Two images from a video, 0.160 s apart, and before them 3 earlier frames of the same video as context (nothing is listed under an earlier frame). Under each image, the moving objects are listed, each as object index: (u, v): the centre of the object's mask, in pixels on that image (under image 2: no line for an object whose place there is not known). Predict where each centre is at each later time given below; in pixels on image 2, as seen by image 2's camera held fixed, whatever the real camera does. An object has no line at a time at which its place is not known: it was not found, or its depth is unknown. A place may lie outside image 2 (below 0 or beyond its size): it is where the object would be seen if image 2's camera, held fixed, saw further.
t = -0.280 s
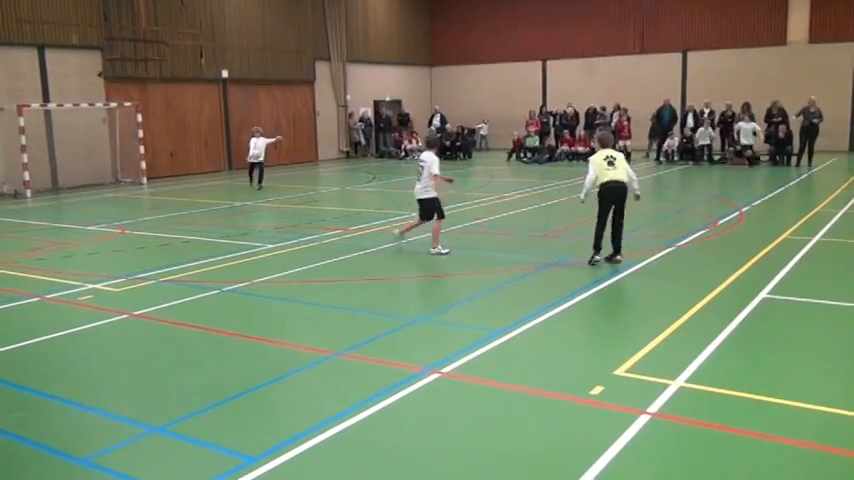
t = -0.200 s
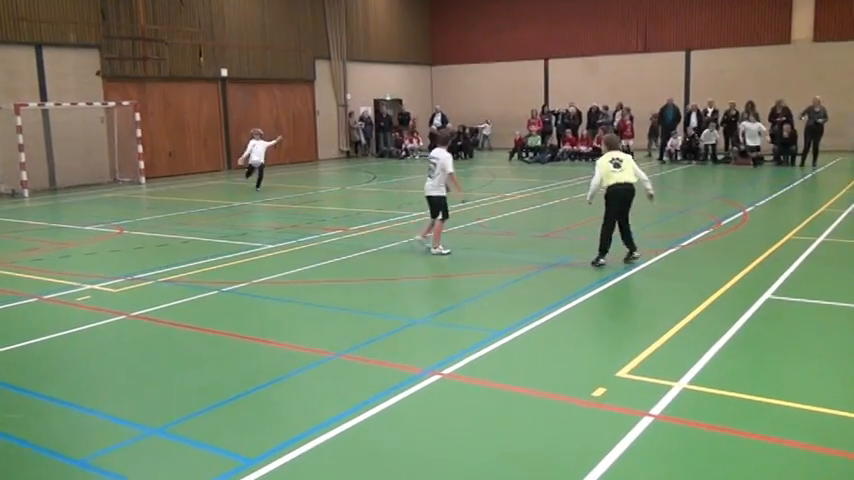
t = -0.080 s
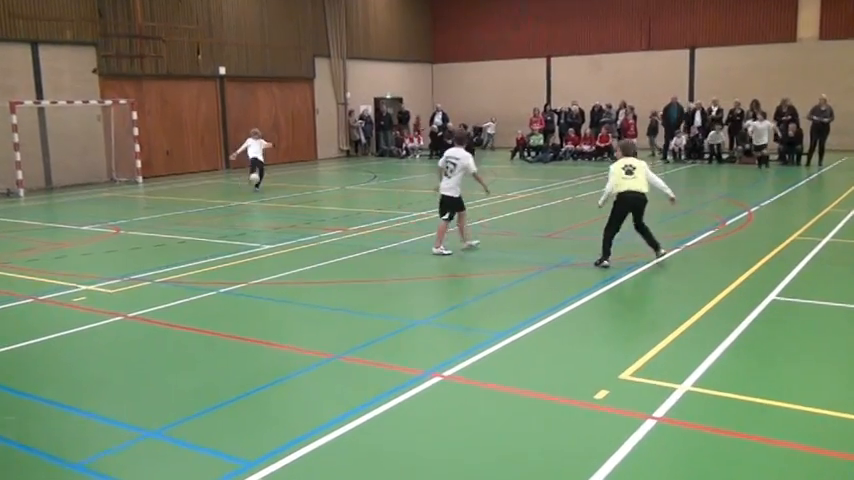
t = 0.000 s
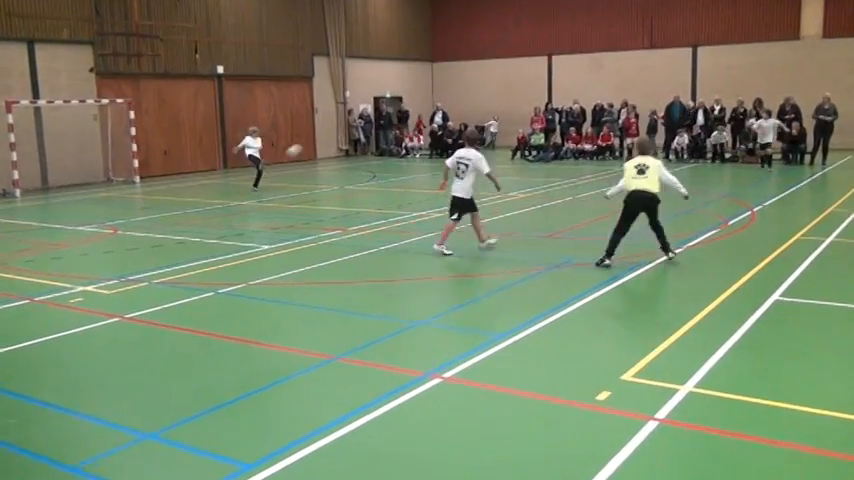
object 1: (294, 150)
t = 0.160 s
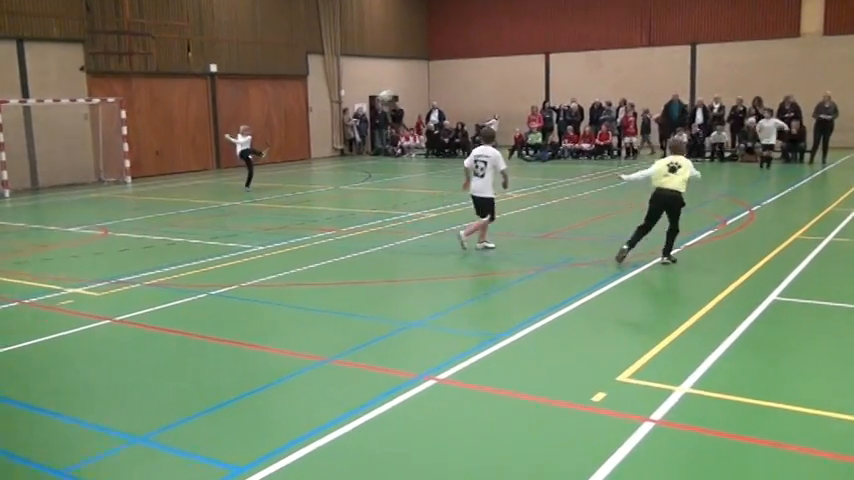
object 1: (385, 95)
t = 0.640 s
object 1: (737, 20)
